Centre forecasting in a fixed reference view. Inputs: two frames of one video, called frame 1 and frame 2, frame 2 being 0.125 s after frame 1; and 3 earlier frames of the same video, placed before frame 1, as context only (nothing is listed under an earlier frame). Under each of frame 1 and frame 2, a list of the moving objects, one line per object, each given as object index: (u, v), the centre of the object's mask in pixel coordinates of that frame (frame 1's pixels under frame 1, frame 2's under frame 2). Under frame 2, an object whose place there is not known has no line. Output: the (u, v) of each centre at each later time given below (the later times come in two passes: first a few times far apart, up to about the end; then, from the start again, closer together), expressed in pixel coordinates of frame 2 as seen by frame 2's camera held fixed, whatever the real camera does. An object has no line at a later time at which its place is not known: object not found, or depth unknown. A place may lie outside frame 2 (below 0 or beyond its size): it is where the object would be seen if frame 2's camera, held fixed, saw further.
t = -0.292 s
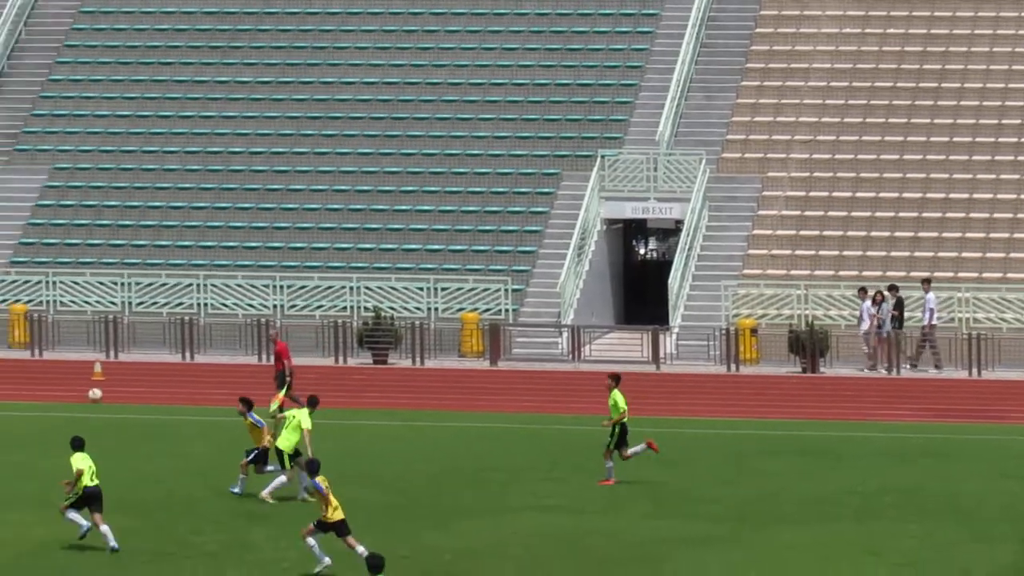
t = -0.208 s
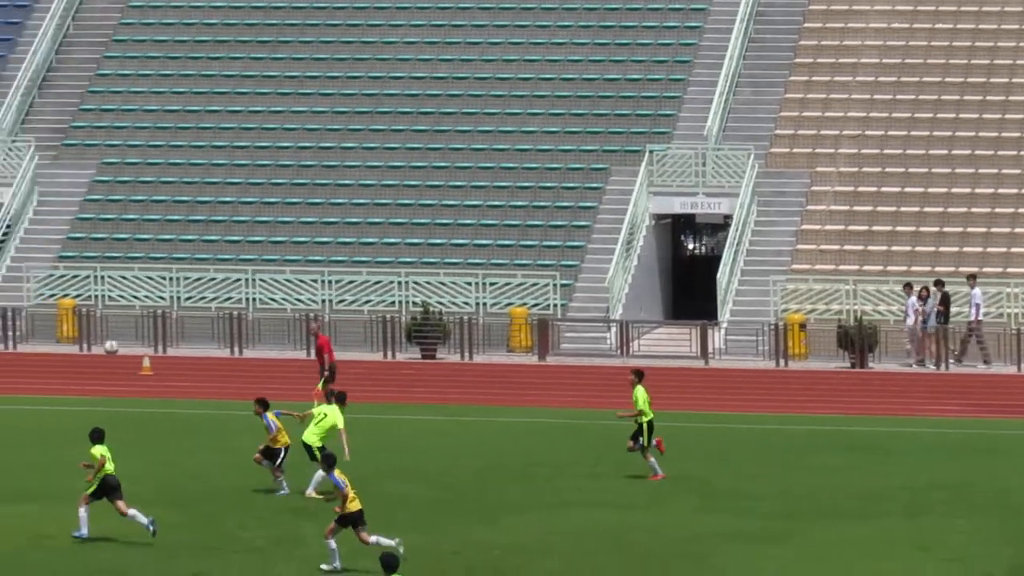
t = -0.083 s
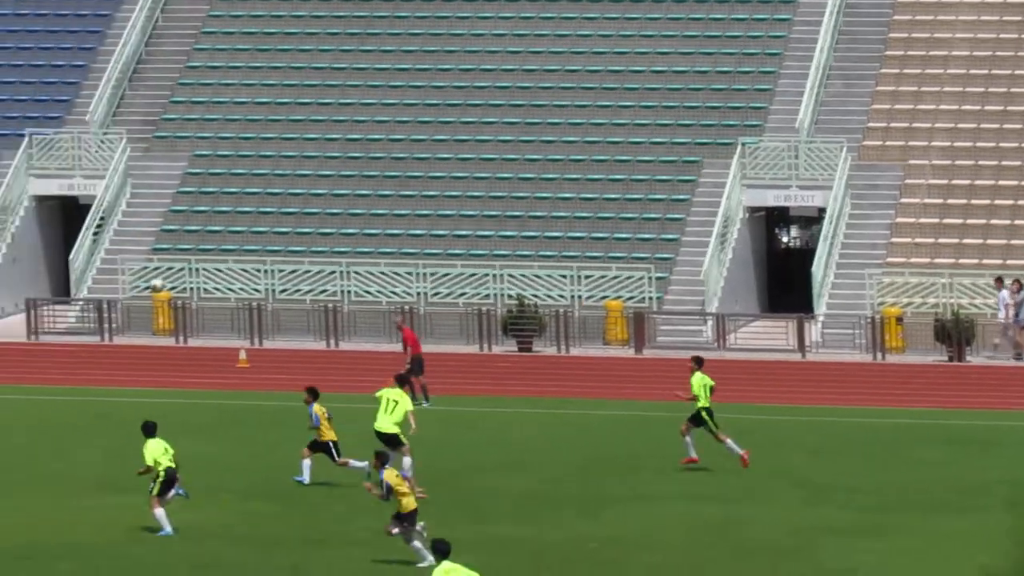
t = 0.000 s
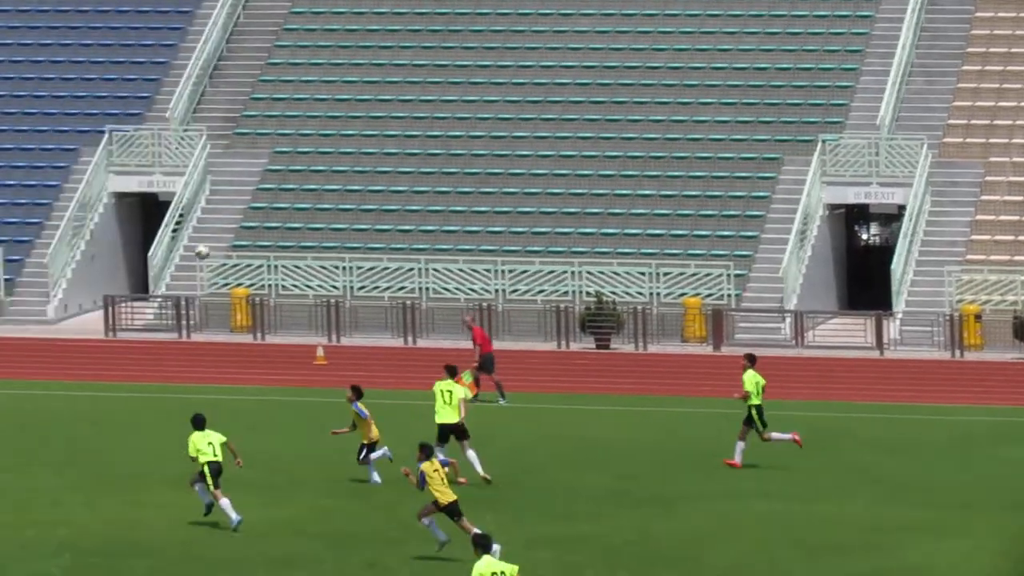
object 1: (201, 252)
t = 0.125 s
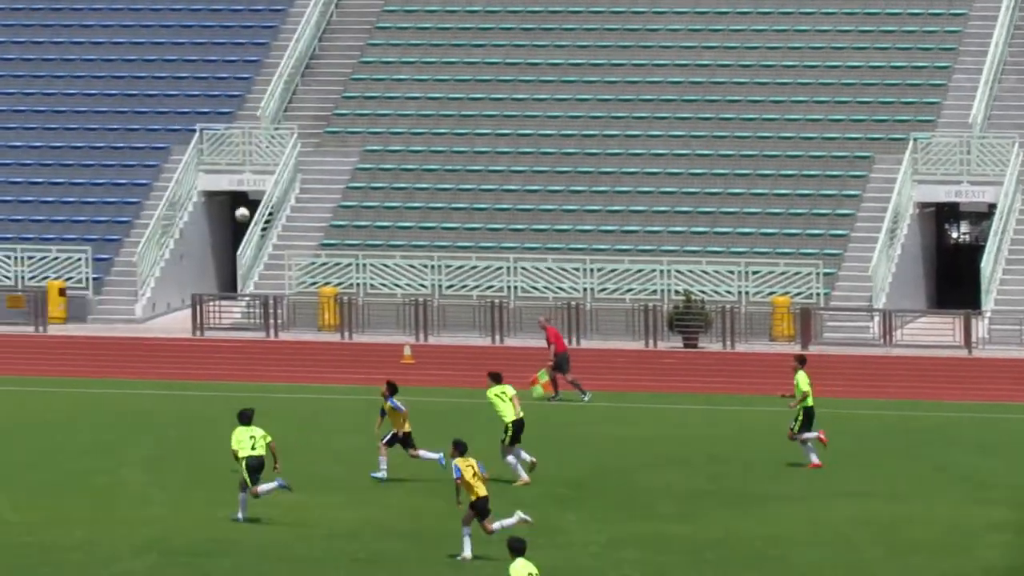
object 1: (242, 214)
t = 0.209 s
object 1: (207, 194)
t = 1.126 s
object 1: (-149, 309)
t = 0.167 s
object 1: (224, 203)
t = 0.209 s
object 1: (207, 194)
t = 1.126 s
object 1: (-149, 309)
